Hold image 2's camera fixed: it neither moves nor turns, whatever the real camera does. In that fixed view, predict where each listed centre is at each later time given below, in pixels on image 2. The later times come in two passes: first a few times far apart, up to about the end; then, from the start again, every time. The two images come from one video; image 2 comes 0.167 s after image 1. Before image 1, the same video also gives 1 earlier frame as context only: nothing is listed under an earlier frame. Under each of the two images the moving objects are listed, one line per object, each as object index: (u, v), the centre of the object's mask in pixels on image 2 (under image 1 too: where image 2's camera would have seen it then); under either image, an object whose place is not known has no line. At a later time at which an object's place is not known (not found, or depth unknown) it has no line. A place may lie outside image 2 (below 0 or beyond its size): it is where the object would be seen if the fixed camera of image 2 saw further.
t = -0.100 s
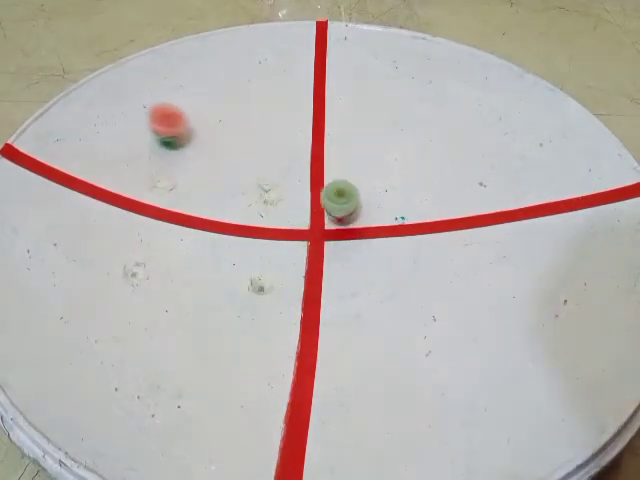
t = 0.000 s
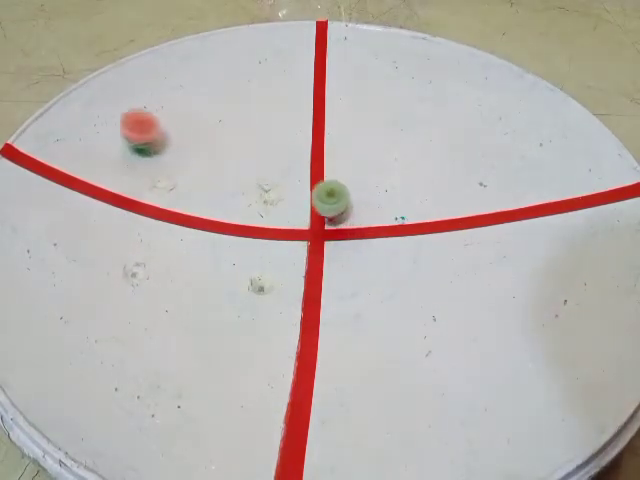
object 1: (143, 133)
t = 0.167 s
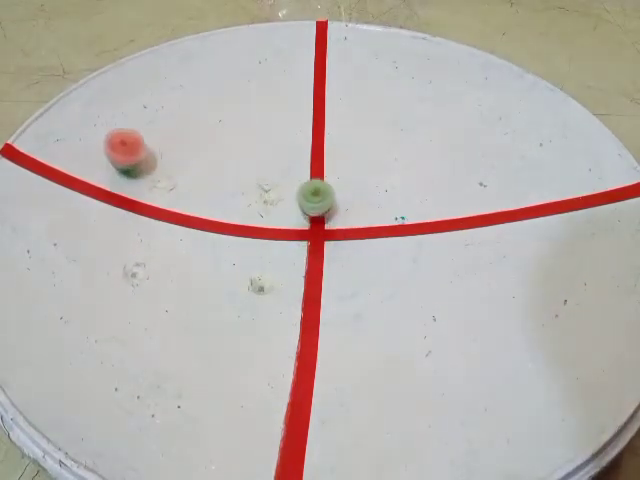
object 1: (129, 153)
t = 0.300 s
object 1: (142, 174)
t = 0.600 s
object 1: (215, 198)
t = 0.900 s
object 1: (253, 174)
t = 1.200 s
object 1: (277, 163)
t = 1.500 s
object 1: (300, 173)
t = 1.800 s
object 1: (280, 145)
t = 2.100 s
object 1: (215, 120)
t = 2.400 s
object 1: (191, 139)
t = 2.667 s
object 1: (217, 176)
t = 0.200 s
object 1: (130, 158)
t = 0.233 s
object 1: (133, 163)
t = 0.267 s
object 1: (137, 168)
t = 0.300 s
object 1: (142, 174)
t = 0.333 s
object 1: (148, 179)
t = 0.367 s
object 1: (155, 183)
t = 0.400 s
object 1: (163, 186)
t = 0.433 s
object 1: (168, 187)
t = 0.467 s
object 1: (177, 190)
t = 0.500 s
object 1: (185, 192)
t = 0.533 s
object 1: (197, 195)
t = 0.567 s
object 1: (204, 195)
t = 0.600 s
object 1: (215, 198)
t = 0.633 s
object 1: (222, 198)
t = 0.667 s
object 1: (233, 199)
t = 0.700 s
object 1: (239, 198)
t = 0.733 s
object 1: (244, 195)
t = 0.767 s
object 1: (247, 189)
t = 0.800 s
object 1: (248, 183)
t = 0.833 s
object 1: (249, 179)
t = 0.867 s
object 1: (251, 176)
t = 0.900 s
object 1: (253, 174)
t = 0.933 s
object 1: (255, 173)
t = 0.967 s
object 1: (258, 171)
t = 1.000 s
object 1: (260, 170)
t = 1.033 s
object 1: (261, 169)
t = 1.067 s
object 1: (263, 168)
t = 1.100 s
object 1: (266, 167)
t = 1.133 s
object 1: (270, 166)
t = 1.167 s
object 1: (274, 164)
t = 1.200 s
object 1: (277, 163)
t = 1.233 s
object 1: (279, 163)
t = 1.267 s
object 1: (282, 164)
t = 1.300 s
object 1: (284, 165)
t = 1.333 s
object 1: (287, 166)
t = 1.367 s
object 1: (289, 167)
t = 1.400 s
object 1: (292, 168)
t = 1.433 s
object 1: (295, 170)
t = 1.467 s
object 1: (298, 171)
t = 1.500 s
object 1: (300, 173)
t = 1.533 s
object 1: (304, 175)
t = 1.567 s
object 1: (308, 178)
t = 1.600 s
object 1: (309, 179)
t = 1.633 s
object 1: (310, 181)
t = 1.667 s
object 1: (313, 184)
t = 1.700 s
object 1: (315, 186)
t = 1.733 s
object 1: (306, 173)
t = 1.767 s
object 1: (292, 158)
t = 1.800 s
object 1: (280, 145)
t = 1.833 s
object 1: (270, 134)
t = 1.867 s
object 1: (261, 129)
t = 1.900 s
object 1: (253, 124)
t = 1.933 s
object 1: (246, 122)
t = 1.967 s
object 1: (239, 120)
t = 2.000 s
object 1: (233, 119)
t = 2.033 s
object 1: (227, 119)
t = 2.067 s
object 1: (220, 119)
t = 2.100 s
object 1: (215, 120)
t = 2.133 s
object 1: (210, 121)
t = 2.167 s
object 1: (205, 122)
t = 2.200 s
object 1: (202, 124)
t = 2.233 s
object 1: (198, 125)
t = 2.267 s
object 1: (196, 127)
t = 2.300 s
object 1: (193, 129)
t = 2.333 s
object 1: (192, 132)
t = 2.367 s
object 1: (191, 135)
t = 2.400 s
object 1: (191, 139)
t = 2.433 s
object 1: (192, 144)
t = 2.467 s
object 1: (194, 148)
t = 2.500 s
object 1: (196, 153)
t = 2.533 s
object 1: (199, 157)
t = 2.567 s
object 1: (203, 162)
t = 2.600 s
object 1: (208, 167)
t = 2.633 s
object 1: (212, 172)
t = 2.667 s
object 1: (217, 176)
